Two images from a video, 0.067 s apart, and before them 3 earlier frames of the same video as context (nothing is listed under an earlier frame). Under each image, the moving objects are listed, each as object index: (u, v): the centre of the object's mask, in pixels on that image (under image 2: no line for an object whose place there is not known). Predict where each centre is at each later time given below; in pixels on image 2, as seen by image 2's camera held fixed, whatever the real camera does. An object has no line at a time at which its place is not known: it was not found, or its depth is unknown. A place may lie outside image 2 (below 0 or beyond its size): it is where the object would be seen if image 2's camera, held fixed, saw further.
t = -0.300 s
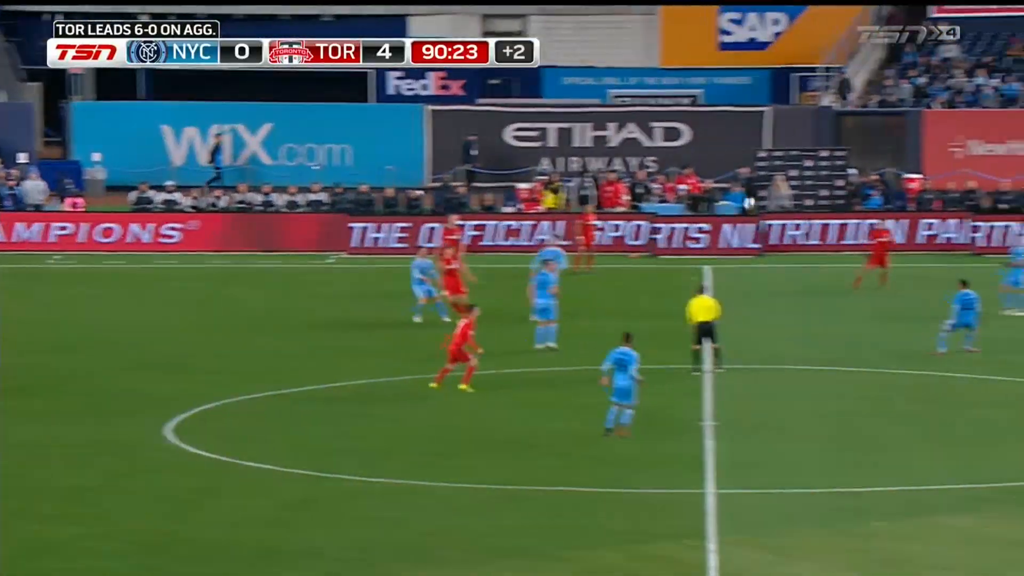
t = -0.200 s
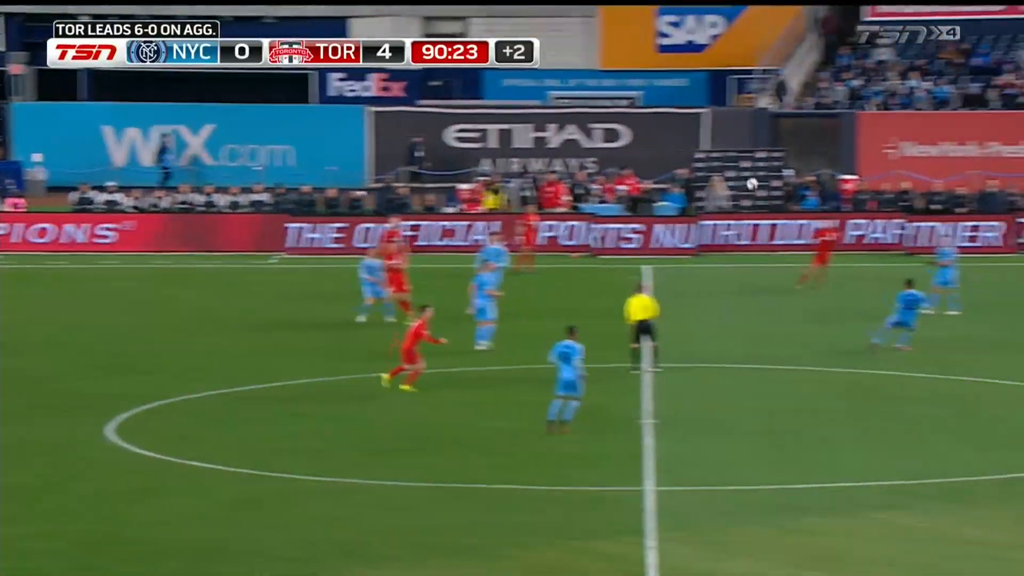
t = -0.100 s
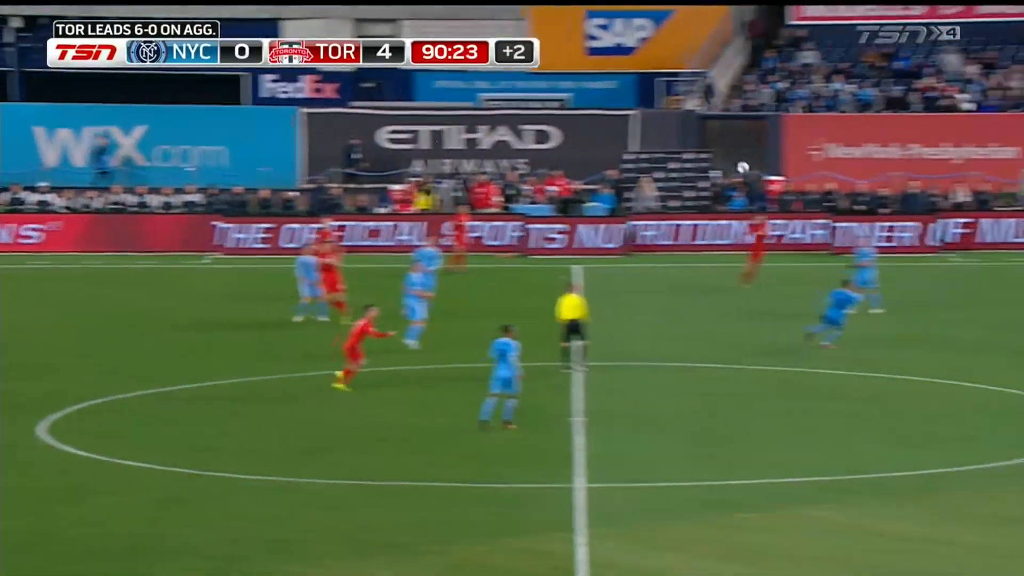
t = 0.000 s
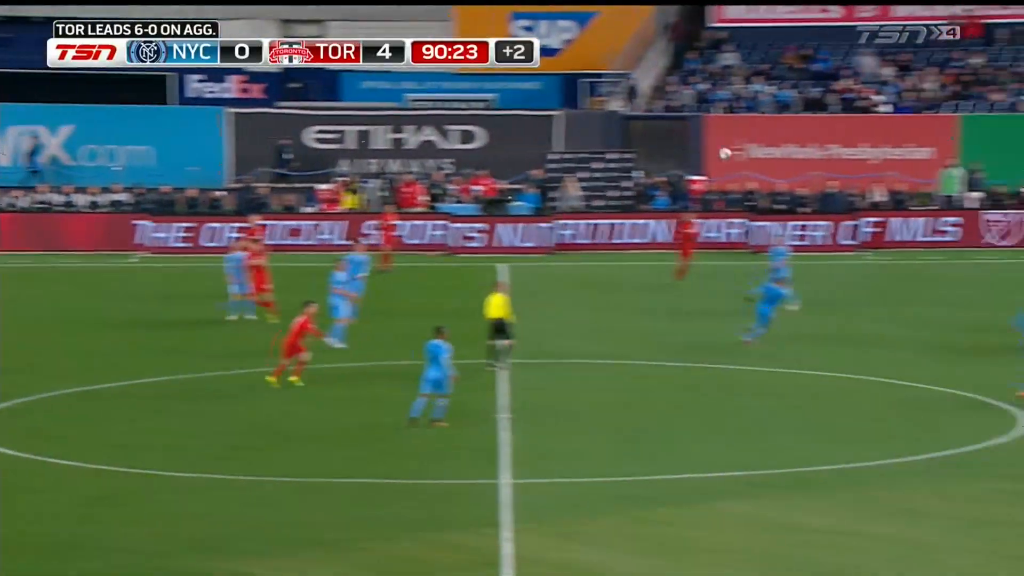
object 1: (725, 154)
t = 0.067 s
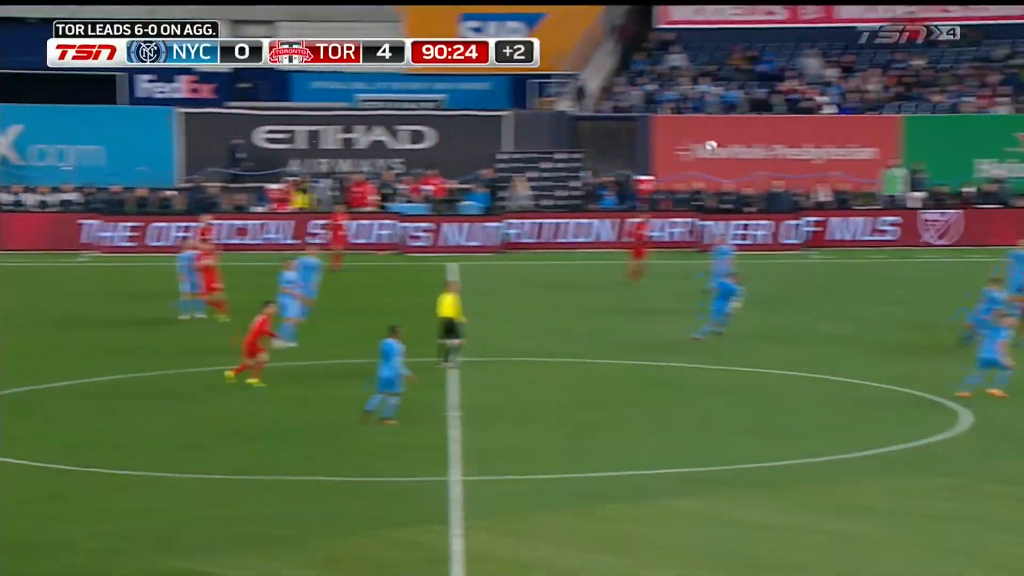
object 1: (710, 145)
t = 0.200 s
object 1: (786, 135)
